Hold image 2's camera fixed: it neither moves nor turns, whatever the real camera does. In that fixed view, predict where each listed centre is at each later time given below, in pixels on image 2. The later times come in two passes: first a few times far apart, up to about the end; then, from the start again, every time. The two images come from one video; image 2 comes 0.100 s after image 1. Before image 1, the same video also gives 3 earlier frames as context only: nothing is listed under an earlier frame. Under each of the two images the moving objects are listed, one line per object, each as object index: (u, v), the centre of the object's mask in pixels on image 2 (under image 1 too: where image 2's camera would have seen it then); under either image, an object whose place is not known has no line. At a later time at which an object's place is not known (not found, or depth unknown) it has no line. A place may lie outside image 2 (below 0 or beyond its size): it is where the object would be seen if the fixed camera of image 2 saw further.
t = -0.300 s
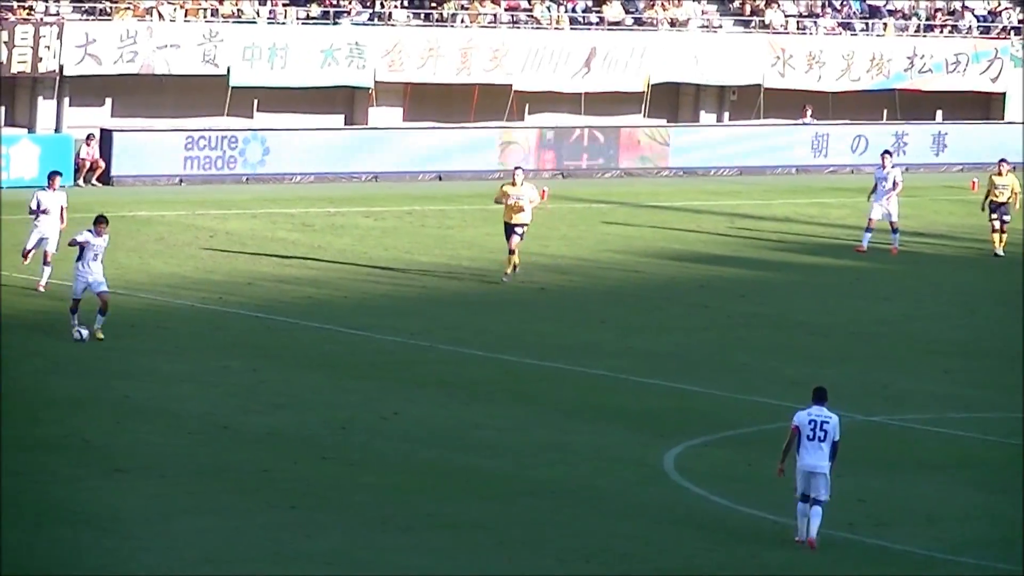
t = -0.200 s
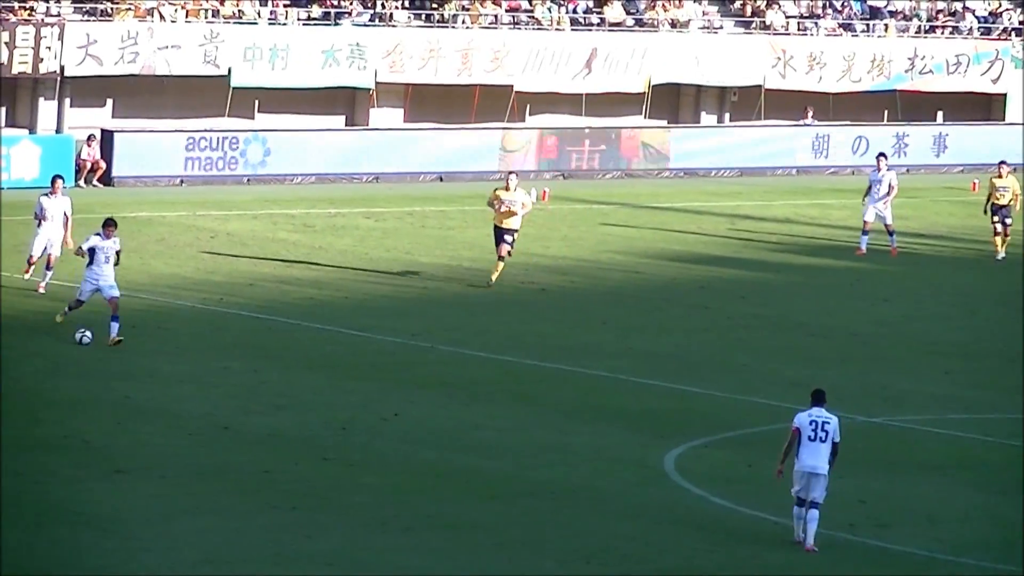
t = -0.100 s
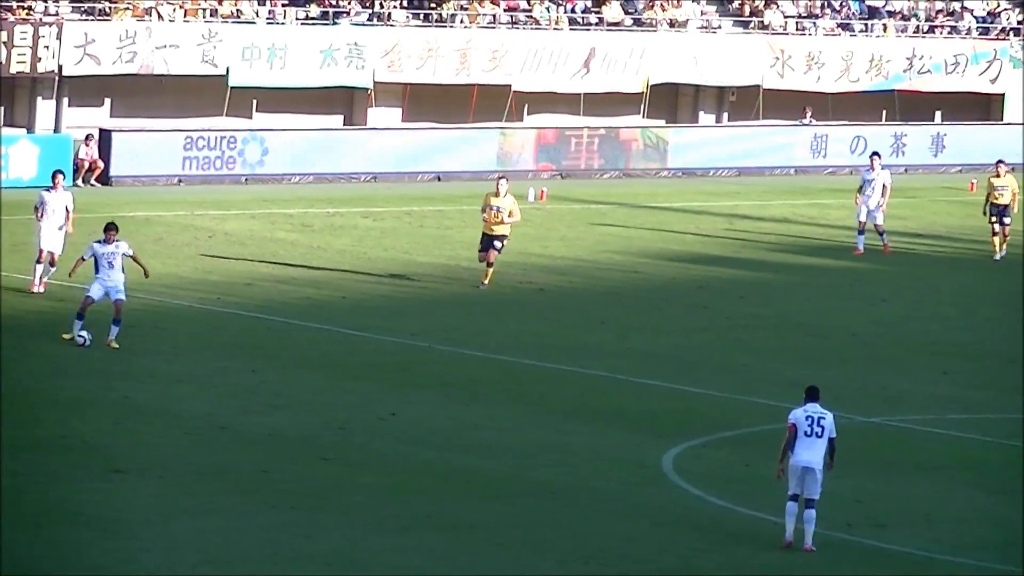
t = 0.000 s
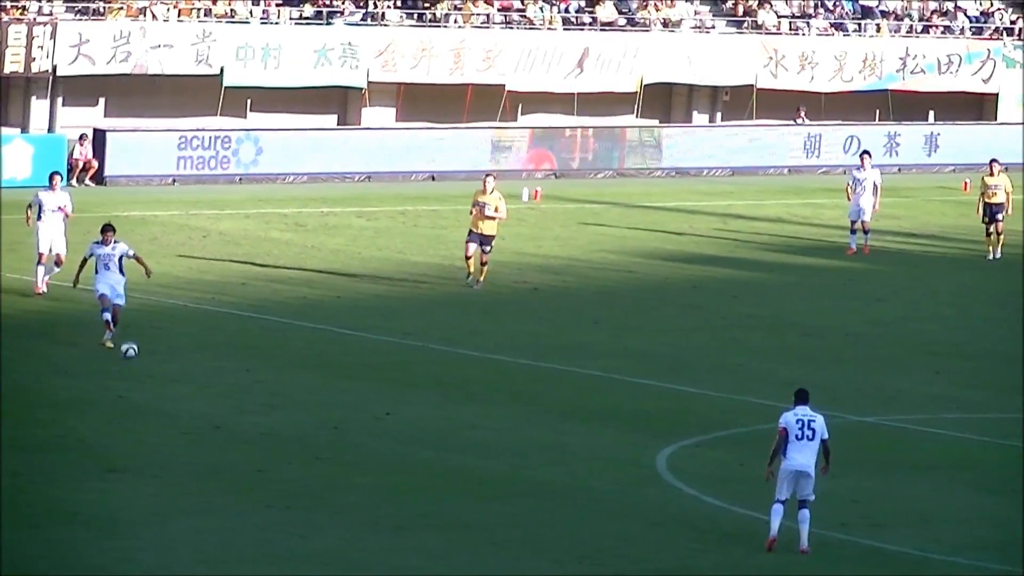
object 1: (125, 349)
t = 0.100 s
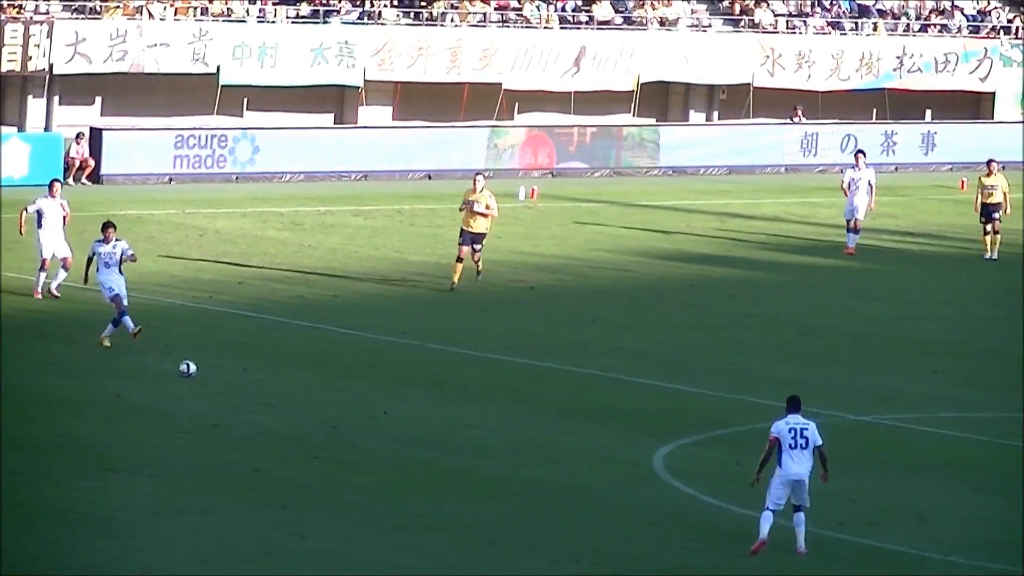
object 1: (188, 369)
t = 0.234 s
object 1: (268, 390)
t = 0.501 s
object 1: (415, 431)
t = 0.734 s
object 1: (531, 466)
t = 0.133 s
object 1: (208, 373)
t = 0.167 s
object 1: (228, 377)
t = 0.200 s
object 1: (248, 383)
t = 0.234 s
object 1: (268, 390)
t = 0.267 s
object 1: (286, 396)
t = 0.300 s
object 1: (305, 400)
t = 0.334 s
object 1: (323, 405)
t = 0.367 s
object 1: (342, 411)
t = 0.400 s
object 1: (360, 418)
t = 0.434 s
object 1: (378, 423)
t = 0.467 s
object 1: (396, 427)
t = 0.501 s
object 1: (415, 431)
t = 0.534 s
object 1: (432, 437)
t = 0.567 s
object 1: (450, 444)
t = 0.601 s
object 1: (466, 449)
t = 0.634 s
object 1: (482, 452)
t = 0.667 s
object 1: (498, 455)
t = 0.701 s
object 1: (515, 459)
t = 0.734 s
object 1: (531, 466)
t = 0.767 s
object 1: (546, 470)
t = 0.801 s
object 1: (560, 473)
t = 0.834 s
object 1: (574, 477)
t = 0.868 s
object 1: (588, 482)
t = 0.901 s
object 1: (602, 487)
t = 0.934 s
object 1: (616, 491)
